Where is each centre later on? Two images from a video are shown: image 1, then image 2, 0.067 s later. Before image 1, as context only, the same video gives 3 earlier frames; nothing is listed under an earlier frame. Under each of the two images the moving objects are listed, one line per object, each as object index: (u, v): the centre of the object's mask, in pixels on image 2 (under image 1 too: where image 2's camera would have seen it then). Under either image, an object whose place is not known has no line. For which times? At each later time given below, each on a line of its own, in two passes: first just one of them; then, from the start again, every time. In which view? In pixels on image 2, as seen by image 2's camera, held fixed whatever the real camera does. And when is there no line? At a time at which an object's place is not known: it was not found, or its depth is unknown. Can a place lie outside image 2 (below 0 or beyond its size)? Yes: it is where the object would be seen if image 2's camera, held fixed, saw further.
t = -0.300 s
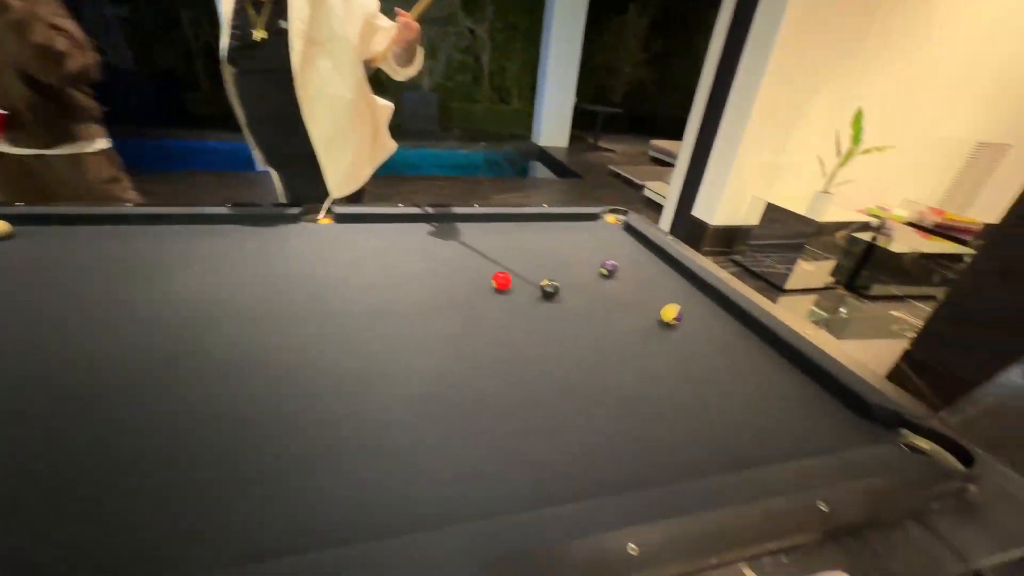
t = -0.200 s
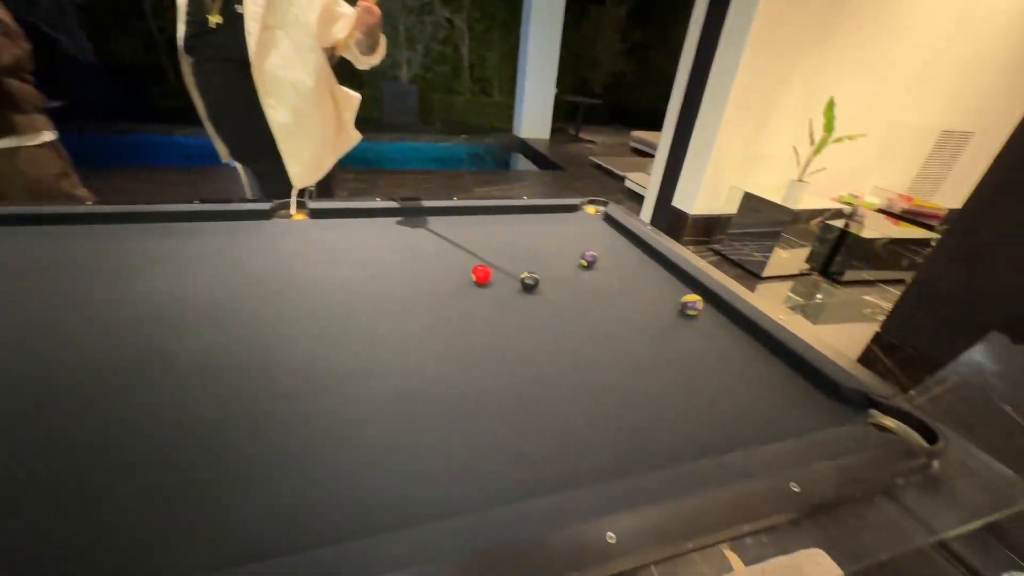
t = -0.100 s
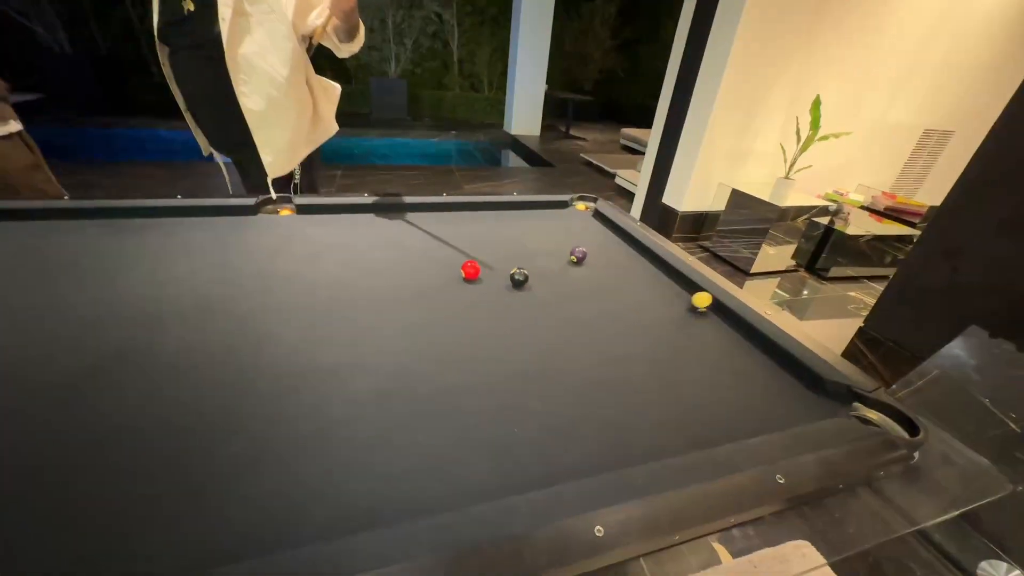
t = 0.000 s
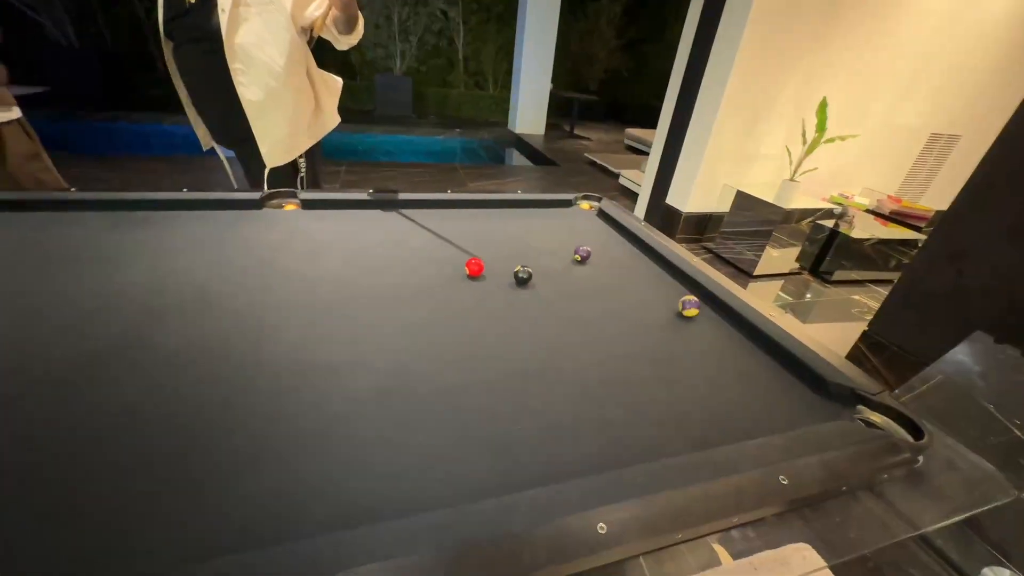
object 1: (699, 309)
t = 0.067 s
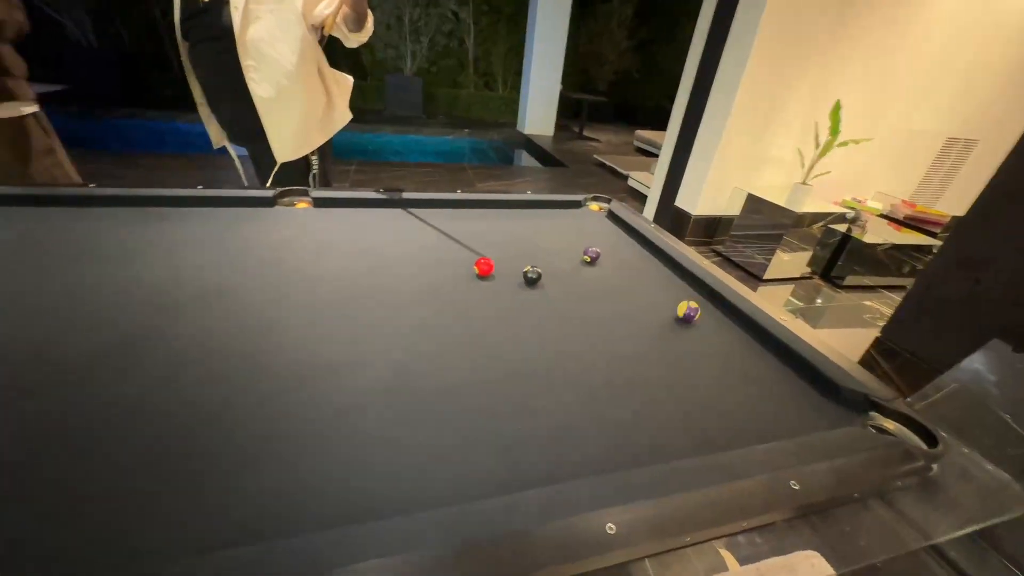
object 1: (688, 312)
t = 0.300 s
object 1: (649, 320)
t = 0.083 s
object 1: (685, 312)
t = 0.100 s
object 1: (683, 313)
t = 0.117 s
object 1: (680, 314)
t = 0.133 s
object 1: (677, 315)
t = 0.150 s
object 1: (674, 315)
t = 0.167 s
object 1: (671, 315)
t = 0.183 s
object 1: (669, 316)
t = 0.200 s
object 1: (666, 316)
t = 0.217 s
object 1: (663, 317)
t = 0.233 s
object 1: (660, 318)
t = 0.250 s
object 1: (657, 319)
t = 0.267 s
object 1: (655, 319)
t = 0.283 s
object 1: (651, 320)
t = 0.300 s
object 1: (649, 320)
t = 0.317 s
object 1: (646, 321)
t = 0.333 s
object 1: (643, 322)
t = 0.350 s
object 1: (640, 322)
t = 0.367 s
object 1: (637, 323)
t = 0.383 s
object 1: (634, 324)
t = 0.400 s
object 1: (632, 324)
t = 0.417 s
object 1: (629, 325)
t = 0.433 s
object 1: (627, 325)
